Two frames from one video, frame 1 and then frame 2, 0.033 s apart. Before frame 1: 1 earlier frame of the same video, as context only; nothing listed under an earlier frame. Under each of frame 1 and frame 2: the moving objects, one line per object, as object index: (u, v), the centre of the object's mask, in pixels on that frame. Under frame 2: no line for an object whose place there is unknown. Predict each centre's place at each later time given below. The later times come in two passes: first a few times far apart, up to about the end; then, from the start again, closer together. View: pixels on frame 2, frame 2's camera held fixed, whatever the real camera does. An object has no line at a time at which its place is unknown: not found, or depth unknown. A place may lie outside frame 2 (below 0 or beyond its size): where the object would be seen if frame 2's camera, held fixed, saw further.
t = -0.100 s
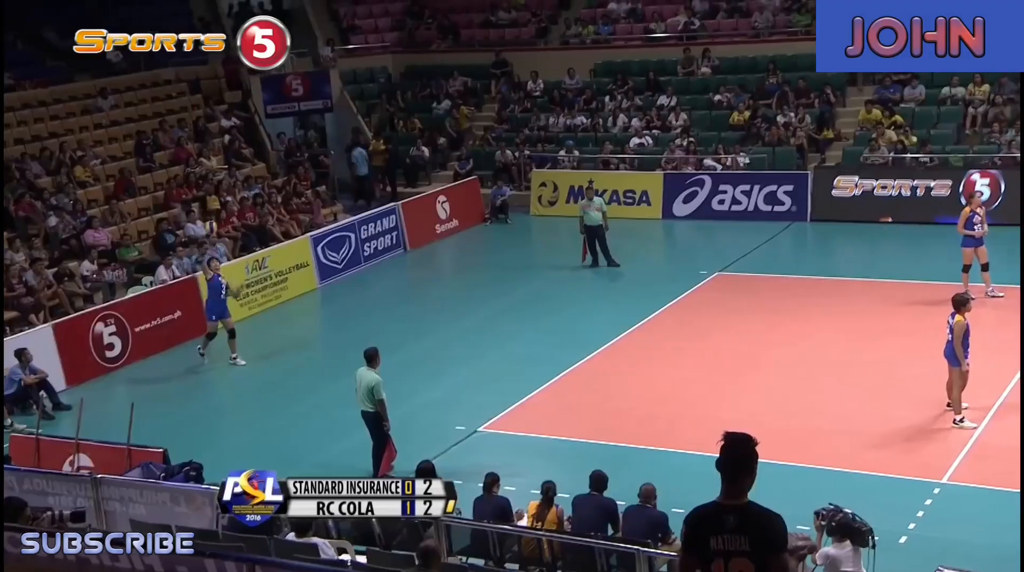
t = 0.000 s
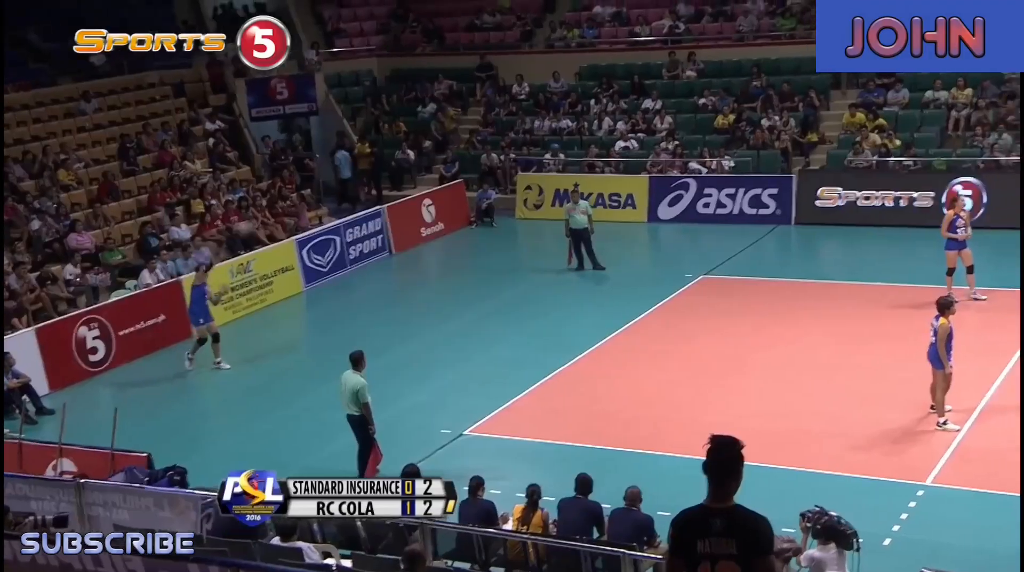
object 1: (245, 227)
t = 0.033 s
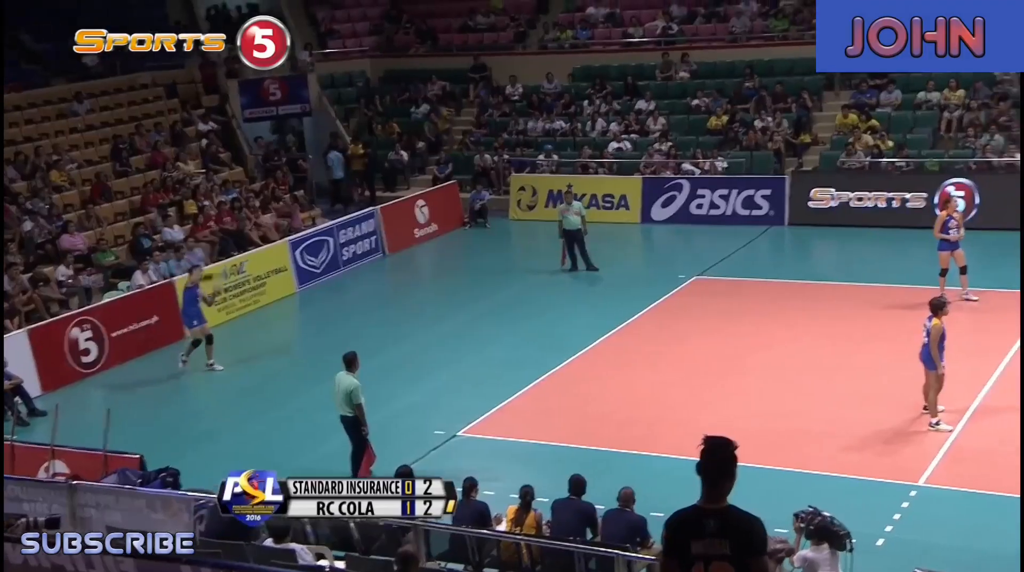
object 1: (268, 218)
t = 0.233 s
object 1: (465, 183)
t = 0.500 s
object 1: (752, 162)
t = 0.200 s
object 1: (430, 186)
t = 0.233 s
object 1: (465, 183)
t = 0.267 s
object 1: (498, 178)
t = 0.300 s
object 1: (532, 172)
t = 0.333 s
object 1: (567, 170)
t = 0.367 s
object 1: (603, 167)
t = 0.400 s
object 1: (639, 166)
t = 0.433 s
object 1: (676, 162)
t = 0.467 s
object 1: (715, 162)
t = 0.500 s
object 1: (752, 162)
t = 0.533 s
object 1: (791, 163)
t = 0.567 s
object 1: (832, 161)
